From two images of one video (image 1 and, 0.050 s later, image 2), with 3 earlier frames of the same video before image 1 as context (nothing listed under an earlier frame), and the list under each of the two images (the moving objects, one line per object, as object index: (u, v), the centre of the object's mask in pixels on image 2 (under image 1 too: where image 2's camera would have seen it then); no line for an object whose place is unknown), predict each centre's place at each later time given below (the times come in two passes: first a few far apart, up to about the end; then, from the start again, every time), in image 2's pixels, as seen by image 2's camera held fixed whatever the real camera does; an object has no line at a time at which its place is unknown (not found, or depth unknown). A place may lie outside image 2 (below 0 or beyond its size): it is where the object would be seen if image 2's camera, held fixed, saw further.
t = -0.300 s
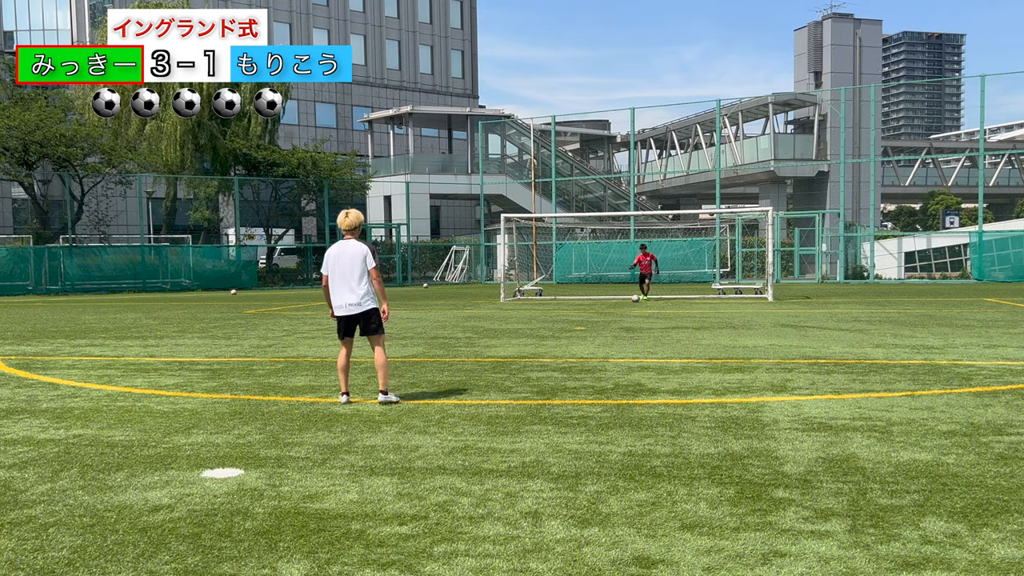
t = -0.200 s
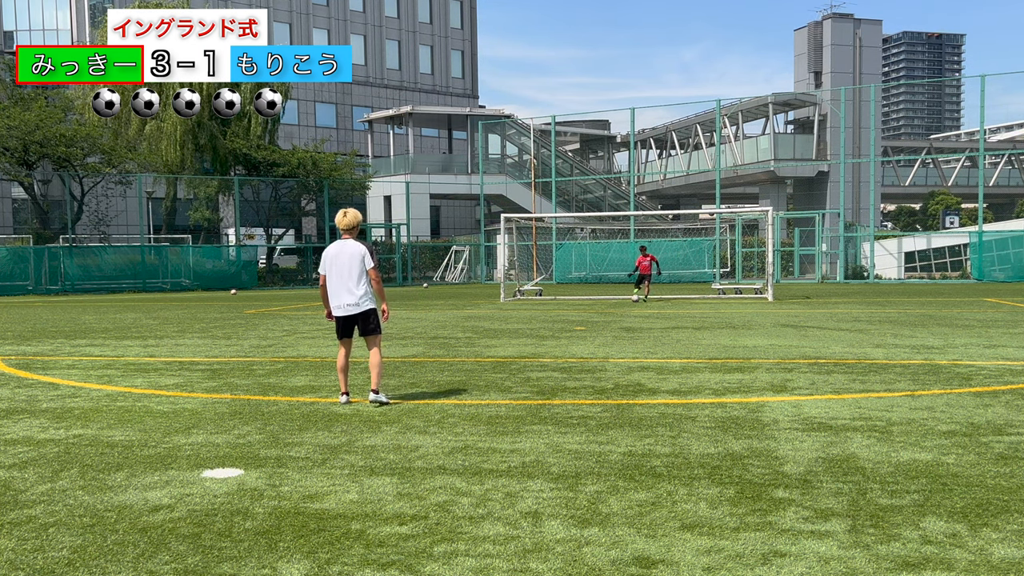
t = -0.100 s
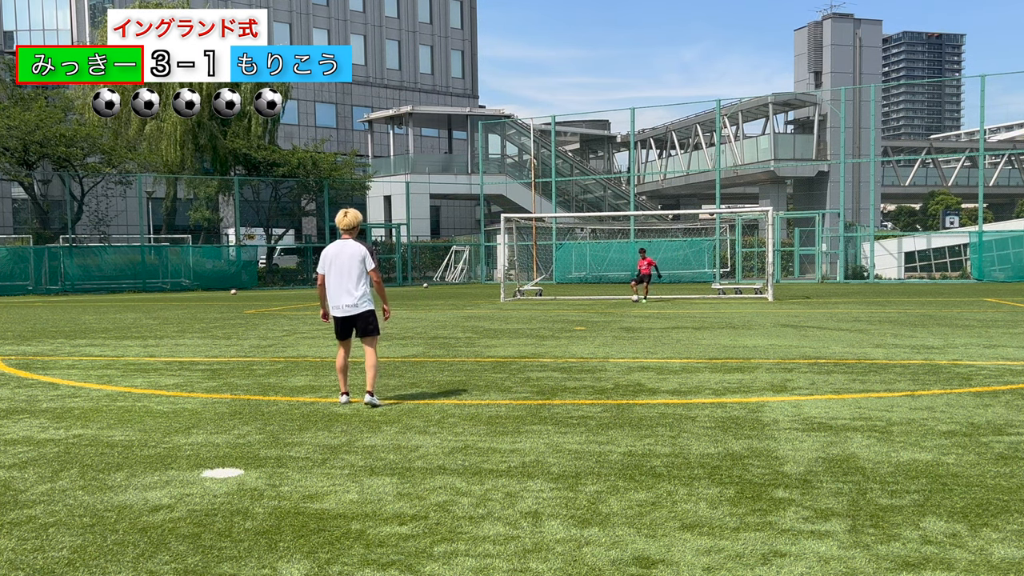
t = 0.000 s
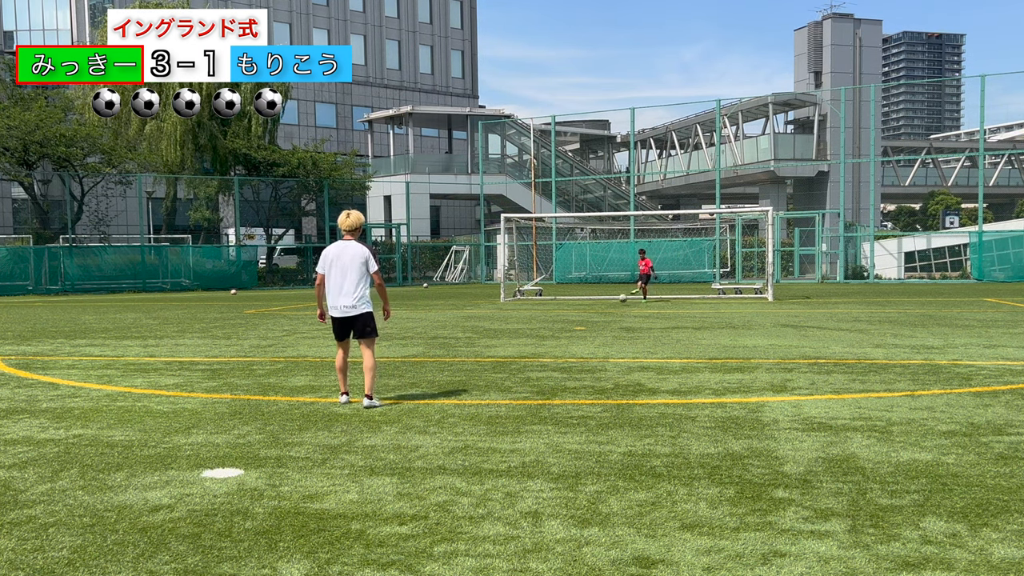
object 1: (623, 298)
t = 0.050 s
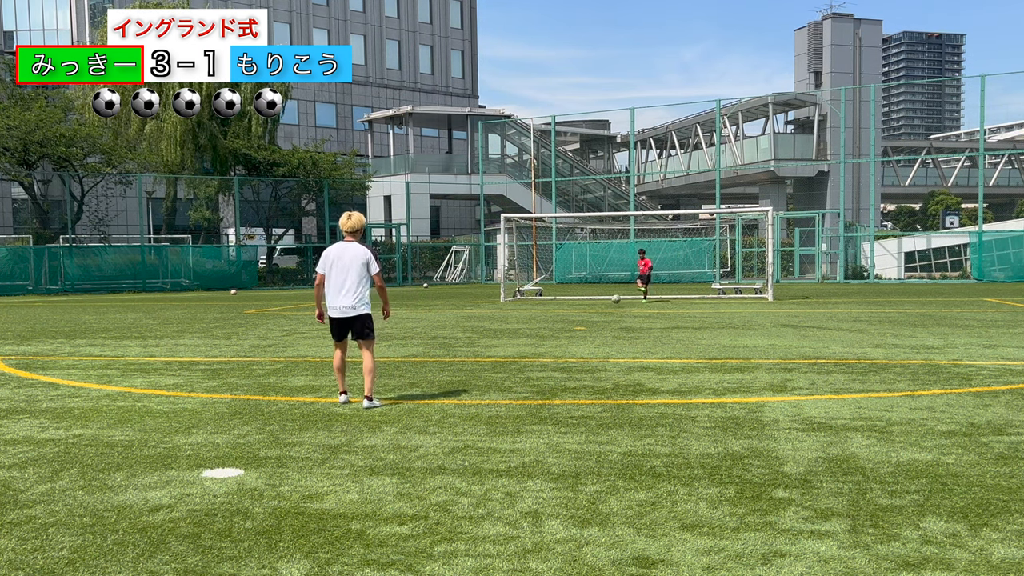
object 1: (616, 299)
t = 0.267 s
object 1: (585, 310)
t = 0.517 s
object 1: (542, 322)
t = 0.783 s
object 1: (486, 336)
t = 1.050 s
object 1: (418, 356)
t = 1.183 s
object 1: (380, 358)
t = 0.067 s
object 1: (613, 300)
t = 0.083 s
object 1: (611, 300)
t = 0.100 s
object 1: (609, 301)
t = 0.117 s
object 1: (606, 302)
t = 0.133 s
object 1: (604, 303)
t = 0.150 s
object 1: (602, 304)
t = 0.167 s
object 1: (599, 305)
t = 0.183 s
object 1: (597, 306)
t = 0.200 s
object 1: (594, 308)
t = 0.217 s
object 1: (592, 309)
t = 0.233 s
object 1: (589, 310)
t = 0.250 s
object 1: (587, 310)
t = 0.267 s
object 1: (585, 310)
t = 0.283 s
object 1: (582, 310)
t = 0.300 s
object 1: (580, 310)
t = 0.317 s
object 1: (578, 310)
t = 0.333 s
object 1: (575, 310)
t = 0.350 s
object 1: (572, 311)
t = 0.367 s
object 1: (569, 311)
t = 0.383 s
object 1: (566, 313)
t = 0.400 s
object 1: (563, 314)
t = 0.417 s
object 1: (560, 315)
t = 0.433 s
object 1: (558, 316)
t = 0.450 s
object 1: (555, 318)
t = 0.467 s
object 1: (551, 320)
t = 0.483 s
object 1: (548, 322)
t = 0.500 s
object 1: (545, 322)
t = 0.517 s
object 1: (542, 322)
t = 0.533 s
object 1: (539, 322)
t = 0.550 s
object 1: (536, 322)
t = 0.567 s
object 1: (533, 322)
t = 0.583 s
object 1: (529, 322)
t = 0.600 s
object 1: (526, 323)
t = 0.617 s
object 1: (523, 323)
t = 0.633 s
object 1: (519, 324)
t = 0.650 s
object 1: (516, 325)
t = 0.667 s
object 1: (512, 327)
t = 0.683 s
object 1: (509, 329)
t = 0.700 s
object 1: (505, 331)
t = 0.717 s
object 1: (501, 333)
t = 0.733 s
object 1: (497, 335)
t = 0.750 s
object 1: (493, 337)
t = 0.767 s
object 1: (489, 336)
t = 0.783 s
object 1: (486, 336)
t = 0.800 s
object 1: (482, 336)
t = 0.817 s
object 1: (479, 335)
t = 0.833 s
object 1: (475, 336)
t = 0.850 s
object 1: (471, 336)
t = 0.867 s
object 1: (467, 337)
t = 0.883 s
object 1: (463, 338)
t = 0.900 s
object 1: (459, 339)
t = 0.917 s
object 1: (455, 340)
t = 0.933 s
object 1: (450, 342)
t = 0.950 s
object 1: (446, 344)
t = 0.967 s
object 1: (441, 347)
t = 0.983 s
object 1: (437, 349)
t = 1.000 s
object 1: (432, 352)
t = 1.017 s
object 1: (427, 356)
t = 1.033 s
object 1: (422, 357)
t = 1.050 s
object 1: (418, 356)
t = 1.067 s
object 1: (414, 356)
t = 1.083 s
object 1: (409, 355)
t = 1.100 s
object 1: (405, 355)
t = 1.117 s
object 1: (400, 355)
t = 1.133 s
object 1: (396, 356)
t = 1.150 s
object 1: (391, 356)
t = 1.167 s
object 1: (385, 357)
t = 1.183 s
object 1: (380, 358)
